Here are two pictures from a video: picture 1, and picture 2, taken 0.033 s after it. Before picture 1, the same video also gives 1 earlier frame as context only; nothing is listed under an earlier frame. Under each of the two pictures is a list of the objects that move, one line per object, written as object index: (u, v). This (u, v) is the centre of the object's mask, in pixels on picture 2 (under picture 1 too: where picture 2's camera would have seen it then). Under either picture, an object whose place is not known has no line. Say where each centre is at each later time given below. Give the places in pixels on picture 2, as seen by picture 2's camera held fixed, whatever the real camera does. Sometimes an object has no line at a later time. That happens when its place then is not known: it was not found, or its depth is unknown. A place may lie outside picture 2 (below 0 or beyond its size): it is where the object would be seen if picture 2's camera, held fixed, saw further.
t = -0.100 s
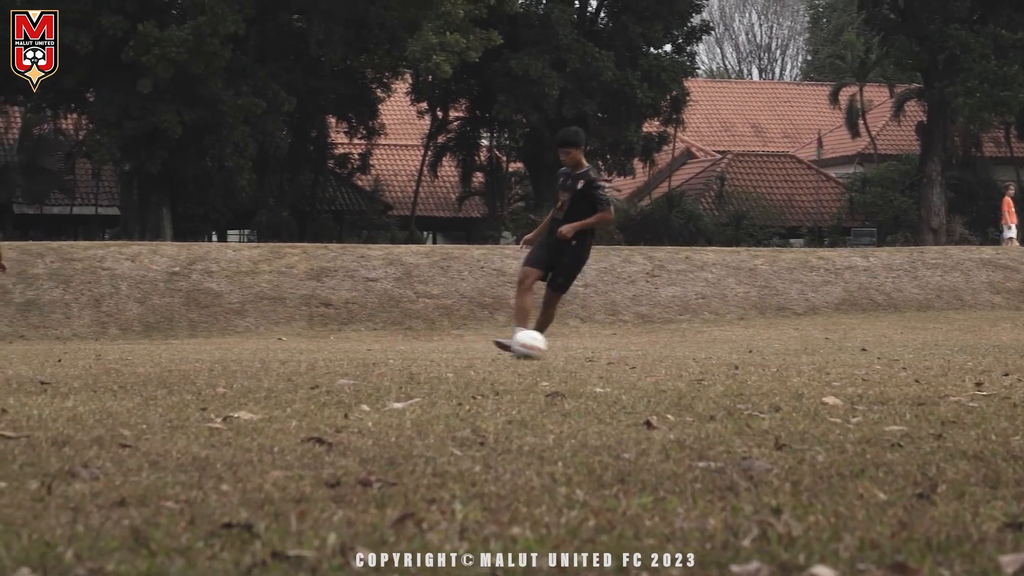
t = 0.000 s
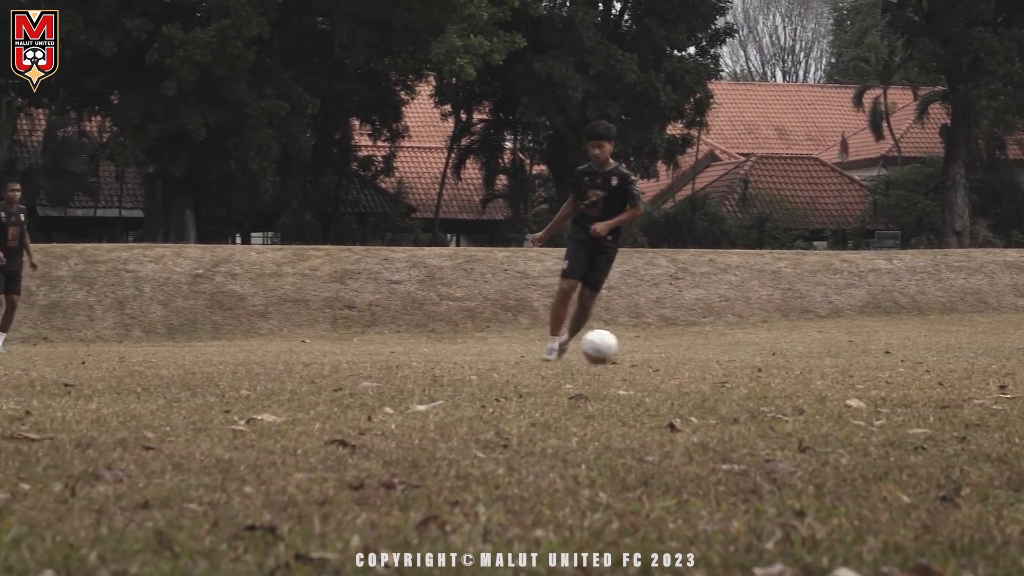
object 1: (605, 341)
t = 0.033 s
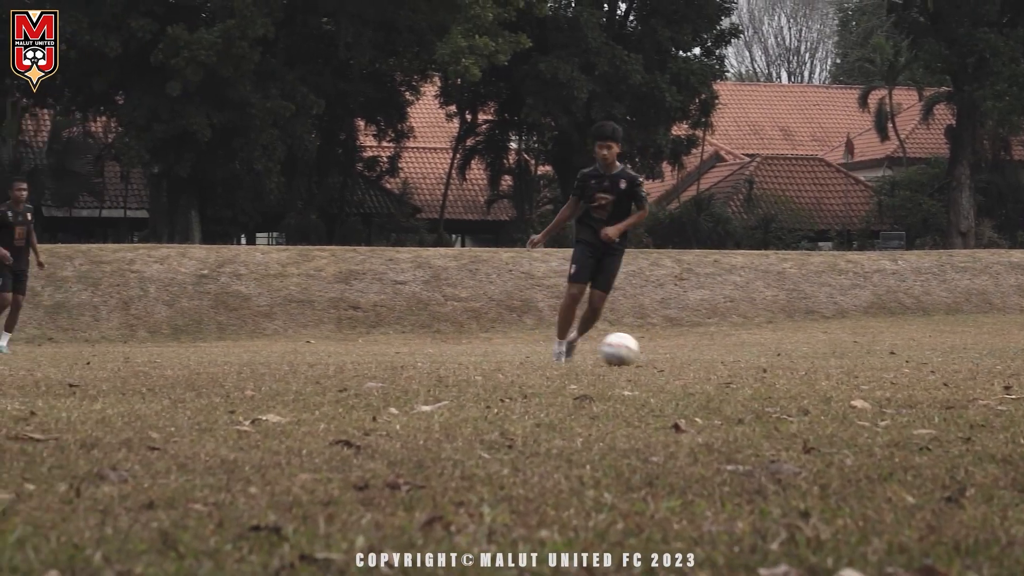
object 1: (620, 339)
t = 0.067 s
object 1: (642, 343)
